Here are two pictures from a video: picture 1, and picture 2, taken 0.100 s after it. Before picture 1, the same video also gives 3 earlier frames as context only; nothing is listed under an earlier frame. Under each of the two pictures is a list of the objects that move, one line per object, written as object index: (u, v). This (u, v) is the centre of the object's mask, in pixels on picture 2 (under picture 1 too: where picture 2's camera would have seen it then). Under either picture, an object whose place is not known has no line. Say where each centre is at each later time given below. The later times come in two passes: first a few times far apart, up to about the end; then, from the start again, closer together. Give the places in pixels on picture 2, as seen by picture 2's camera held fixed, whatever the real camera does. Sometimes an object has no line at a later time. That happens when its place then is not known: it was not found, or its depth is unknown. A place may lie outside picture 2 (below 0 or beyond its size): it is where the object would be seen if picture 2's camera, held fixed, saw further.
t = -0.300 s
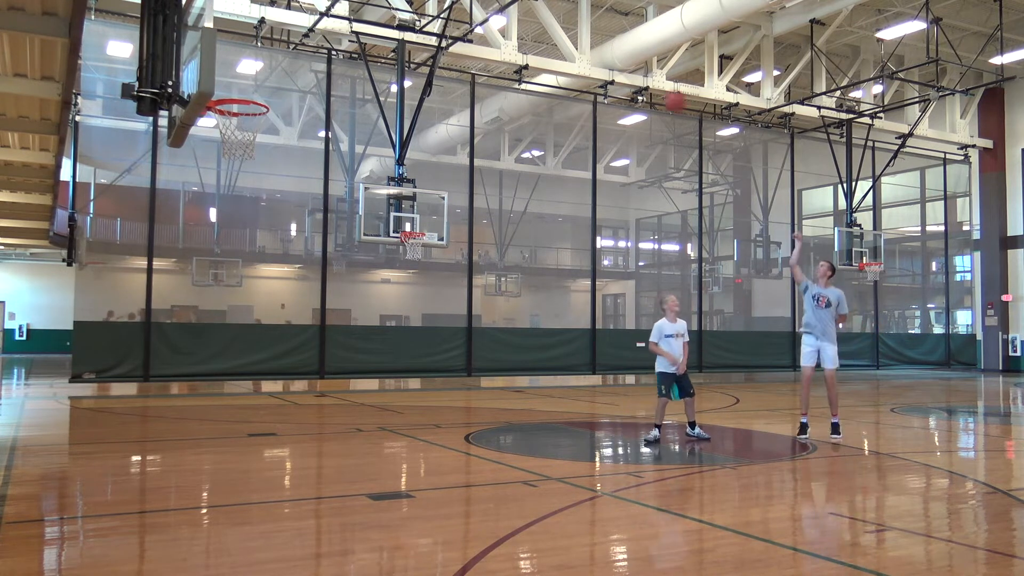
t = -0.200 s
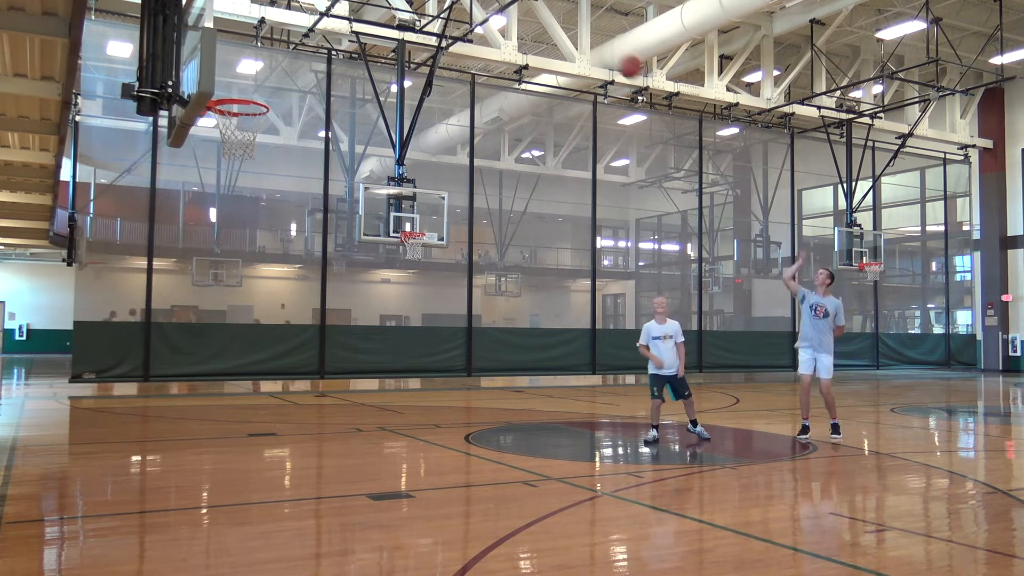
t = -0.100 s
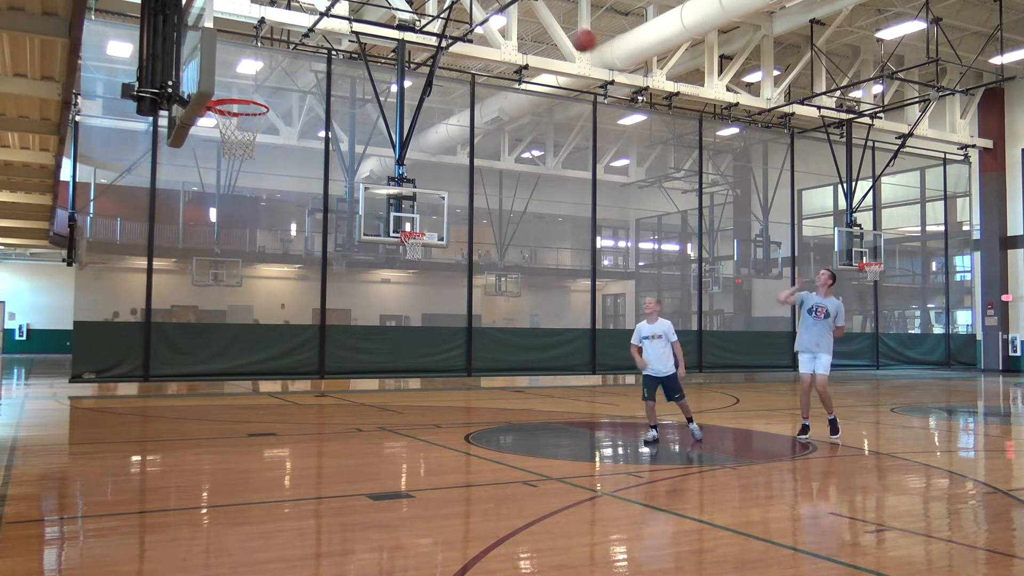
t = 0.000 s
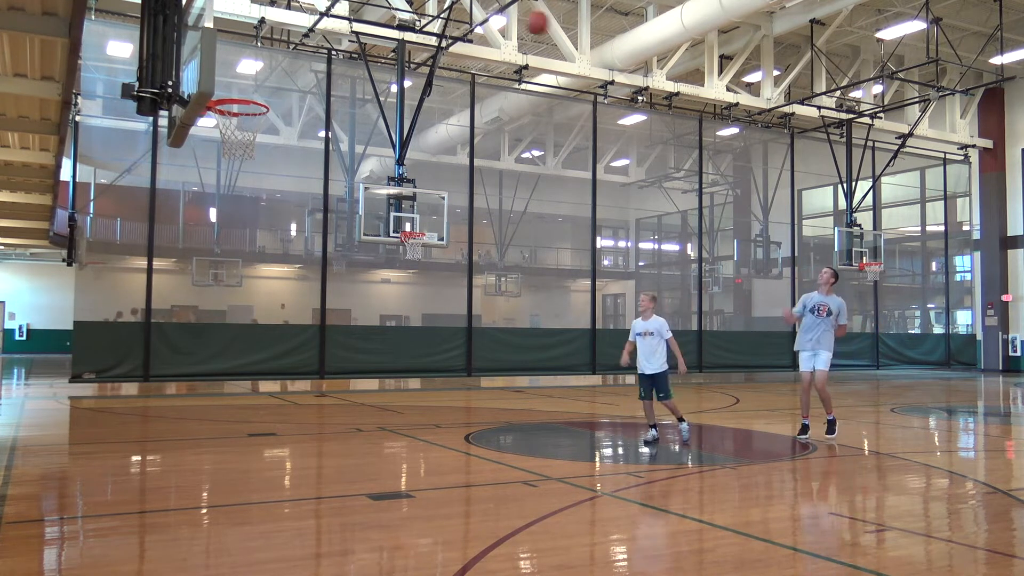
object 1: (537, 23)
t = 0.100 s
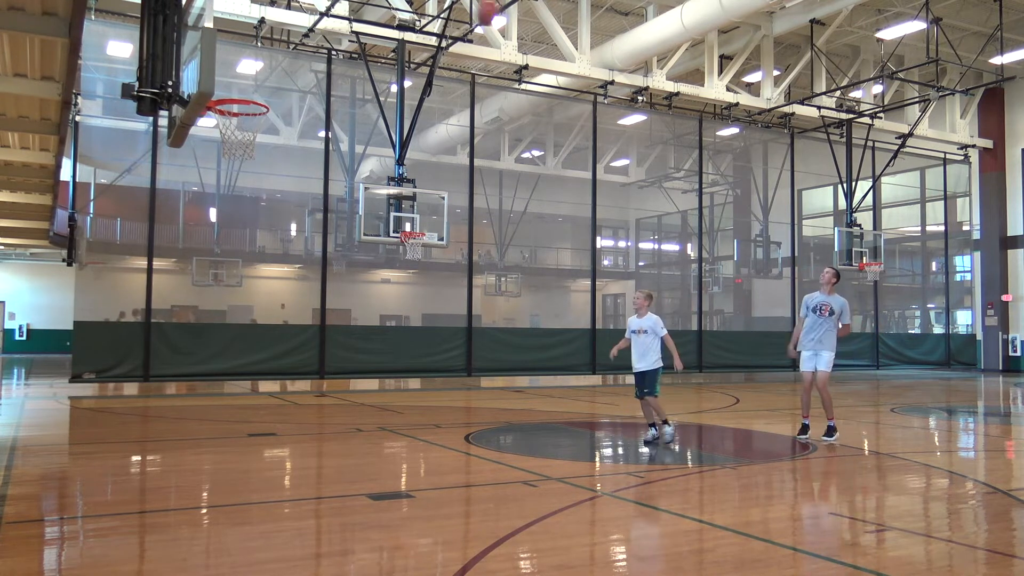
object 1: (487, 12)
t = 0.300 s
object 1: (381, 23)
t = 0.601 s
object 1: (243, 120)
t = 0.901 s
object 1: (241, 147)
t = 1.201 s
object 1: (190, 251)
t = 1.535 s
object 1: (132, 431)
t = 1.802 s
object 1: (103, 316)
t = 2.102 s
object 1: (65, 286)
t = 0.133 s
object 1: (472, 12)
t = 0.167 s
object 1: (454, 13)
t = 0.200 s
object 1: (435, 13)
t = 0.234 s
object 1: (417, 14)
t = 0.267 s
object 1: (399, 20)
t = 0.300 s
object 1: (381, 23)
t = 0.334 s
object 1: (361, 30)
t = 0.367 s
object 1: (342, 37)
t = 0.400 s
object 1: (322, 46)
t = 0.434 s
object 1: (302, 56)
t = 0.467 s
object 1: (282, 66)
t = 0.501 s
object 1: (261, 80)
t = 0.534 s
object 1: (240, 91)
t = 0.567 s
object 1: (225, 107)
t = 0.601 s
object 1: (243, 120)
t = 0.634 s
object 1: (260, 132)
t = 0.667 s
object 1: (267, 128)
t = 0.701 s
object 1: (267, 126)
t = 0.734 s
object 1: (265, 129)
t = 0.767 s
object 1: (261, 132)
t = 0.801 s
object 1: (256, 135)
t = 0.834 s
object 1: (251, 139)
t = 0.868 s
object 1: (246, 142)
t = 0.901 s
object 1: (241, 147)
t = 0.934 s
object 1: (234, 158)
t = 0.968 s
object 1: (229, 162)
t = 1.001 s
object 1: (224, 170)
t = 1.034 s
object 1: (218, 180)
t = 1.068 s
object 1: (213, 191)
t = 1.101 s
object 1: (207, 204)
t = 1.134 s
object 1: (201, 218)
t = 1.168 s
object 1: (196, 234)
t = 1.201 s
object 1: (190, 251)
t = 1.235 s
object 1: (184, 269)
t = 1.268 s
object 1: (178, 289)
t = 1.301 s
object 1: (173, 310)
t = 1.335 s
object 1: (166, 334)
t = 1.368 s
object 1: (160, 358)
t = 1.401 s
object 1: (154, 382)
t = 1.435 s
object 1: (147, 412)
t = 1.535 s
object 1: (132, 431)
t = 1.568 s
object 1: (128, 412)
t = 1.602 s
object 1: (125, 393)
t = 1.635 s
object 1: (121, 377)
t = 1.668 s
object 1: (119, 362)
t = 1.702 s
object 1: (115, 349)
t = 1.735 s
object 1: (111, 337)
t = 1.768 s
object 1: (107, 326)
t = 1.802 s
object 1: (103, 316)
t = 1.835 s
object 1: (98, 307)
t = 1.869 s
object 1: (95, 300)
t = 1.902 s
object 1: (91, 294)
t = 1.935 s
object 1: (86, 289)
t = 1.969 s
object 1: (82, 286)
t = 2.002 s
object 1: (78, 284)
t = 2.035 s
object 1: (74, 283)
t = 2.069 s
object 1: (70, 284)
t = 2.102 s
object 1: (65, 286)
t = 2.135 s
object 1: (60, 290)
